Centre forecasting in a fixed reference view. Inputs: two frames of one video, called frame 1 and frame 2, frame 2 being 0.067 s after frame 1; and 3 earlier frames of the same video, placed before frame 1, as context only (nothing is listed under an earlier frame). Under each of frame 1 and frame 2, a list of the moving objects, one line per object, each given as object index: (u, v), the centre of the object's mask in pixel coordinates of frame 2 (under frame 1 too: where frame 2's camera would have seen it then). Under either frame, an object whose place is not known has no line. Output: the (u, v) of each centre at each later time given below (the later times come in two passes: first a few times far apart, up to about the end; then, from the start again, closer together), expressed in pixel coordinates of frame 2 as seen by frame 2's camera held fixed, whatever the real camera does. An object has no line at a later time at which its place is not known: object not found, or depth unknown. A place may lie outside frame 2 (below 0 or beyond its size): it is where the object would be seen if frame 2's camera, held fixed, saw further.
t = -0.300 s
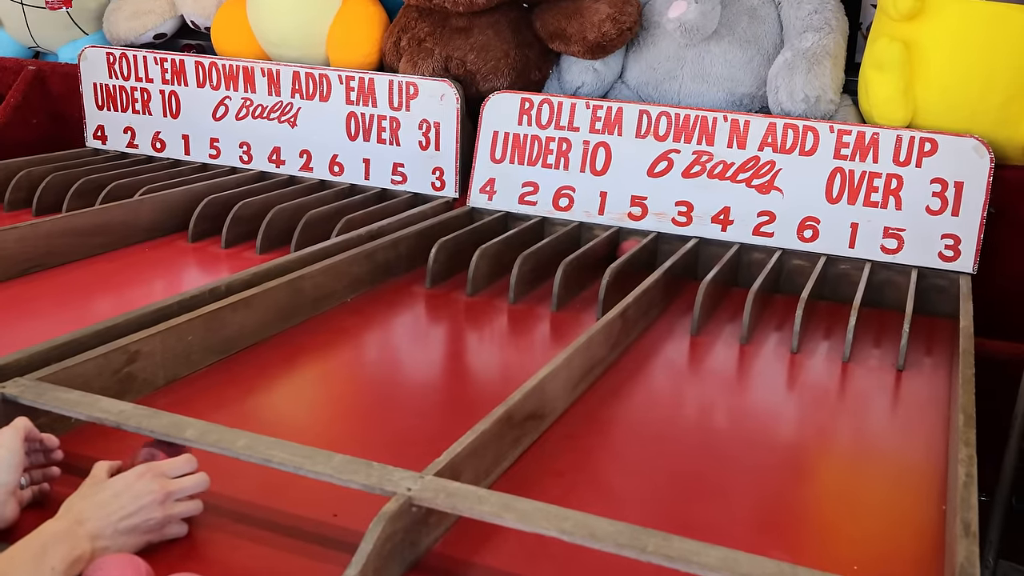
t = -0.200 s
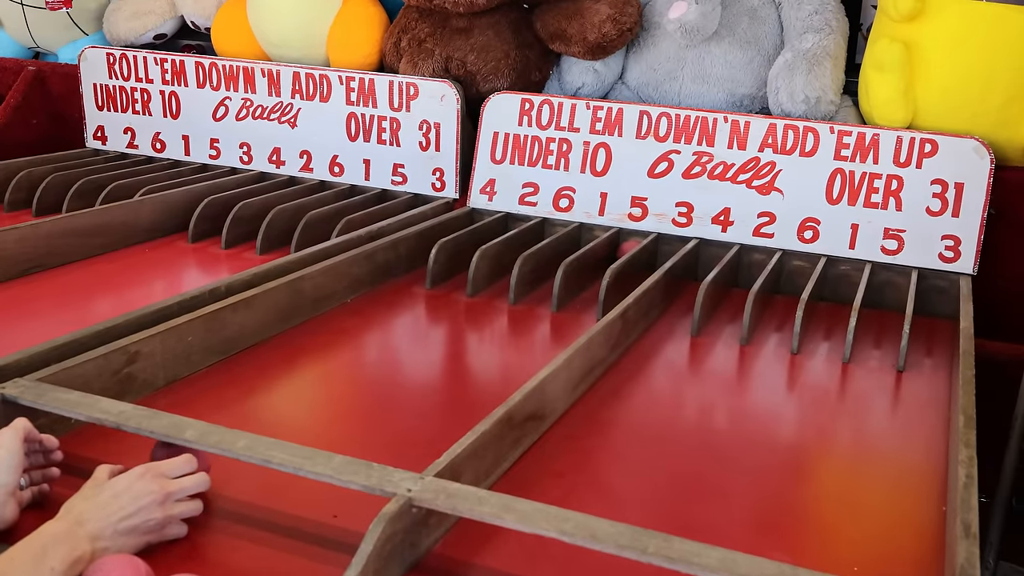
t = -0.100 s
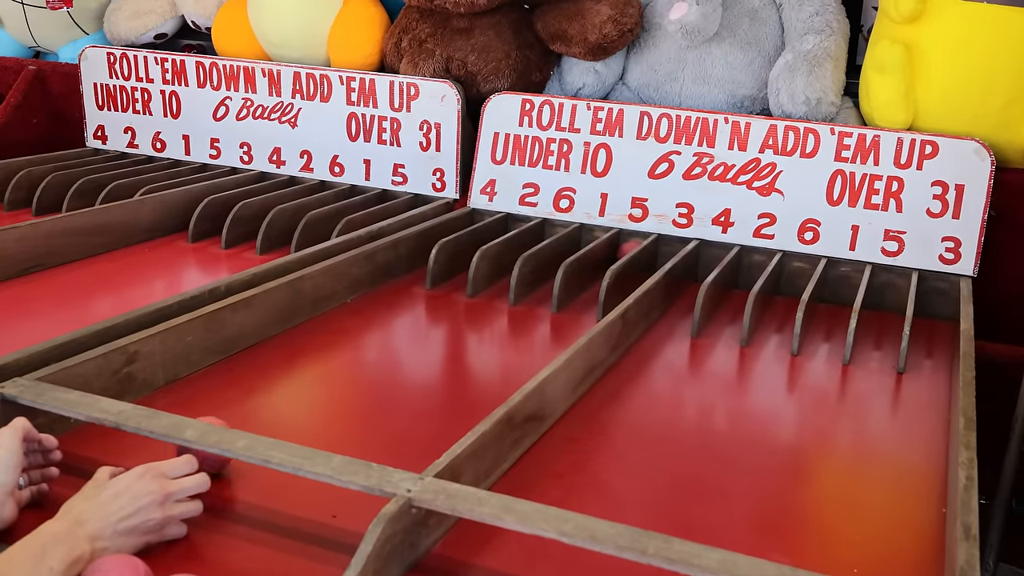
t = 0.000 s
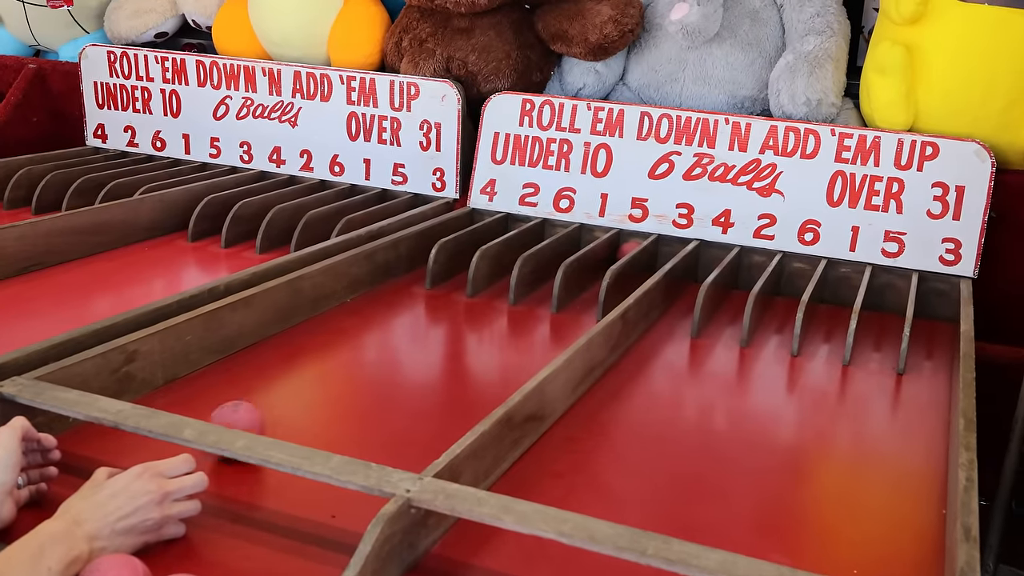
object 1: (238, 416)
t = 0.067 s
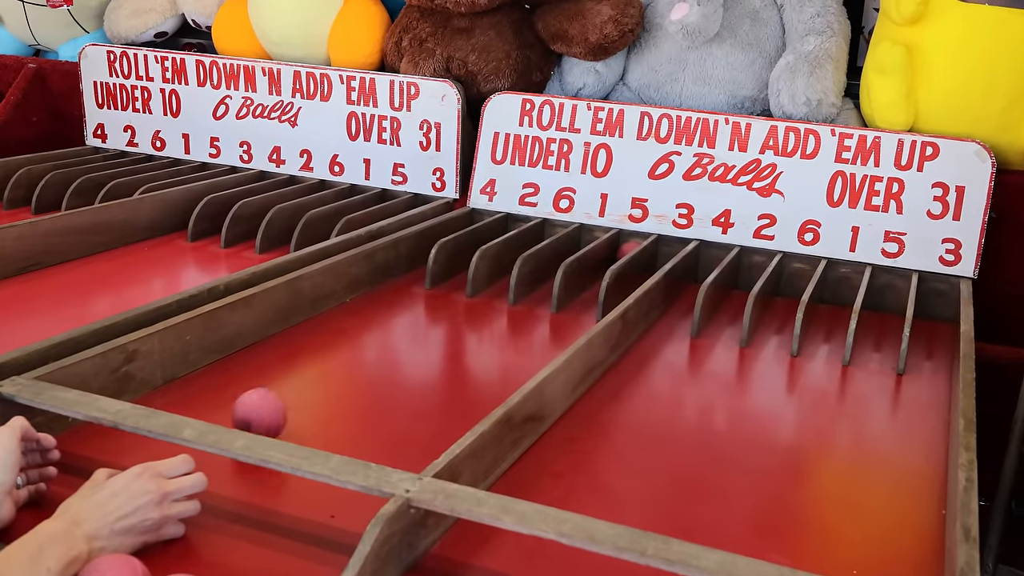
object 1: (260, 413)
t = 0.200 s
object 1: (310, 388)
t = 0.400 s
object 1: (392, 345)
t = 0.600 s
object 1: (469, 302)
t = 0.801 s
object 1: (474, 285)
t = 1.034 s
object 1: (481, 300)
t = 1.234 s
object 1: (503, 299)
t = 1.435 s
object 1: (534, 290)
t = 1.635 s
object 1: (546, 277)
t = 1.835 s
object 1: (570, 252)
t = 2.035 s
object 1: (577, 247)
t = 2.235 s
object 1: (567, 253)
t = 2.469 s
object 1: (570, 252)
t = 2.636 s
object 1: (579, 247)
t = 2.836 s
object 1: (585, 243)
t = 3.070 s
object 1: (580, 246)
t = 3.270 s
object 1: (586, 242)
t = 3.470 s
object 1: (586, 242)
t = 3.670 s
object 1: (588, 242)
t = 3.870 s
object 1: (589, 241)
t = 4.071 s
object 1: (589, 241)
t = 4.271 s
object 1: (590, 241)
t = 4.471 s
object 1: (589, 241)
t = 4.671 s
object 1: (589, 241)
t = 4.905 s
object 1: (589, 241)
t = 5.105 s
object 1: (589, 241)
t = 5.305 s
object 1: (589, 242)
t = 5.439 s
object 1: (589, 241)
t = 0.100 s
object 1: (272, 409)
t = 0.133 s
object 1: (284, 403)
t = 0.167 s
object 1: (297, 395)
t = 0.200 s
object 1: (310, 388)
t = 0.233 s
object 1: (324, 381)
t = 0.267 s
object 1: (337, 374)
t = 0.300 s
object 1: (351, 367)
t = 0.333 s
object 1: (364, 360)
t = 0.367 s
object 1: (377, 353)
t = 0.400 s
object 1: (392, 345)
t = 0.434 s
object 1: (405, 337)
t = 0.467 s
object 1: (418, 330)
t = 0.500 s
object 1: (432, 324)
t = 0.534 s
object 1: (445, 316)
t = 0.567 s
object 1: (456, 310)
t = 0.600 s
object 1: (469, 302)
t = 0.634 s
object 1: (481, 296)
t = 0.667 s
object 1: (493, 288)
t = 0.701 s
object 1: (480, 279)
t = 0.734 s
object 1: (477, 274)
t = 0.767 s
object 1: (476, 277)
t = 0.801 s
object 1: (474, 285)
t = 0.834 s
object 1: (472, 300)
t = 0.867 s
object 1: (474, 293)
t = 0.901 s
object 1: (475, 291)
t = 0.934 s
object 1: (476, 296)
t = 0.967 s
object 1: (478, 300)
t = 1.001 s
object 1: (479, 297)
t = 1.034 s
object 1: (481, 300)
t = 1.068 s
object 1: (485, 300)
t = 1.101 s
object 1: (488, 300)
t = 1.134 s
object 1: (491, 301)
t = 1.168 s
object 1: (495, 300)
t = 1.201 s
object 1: (499, 300)
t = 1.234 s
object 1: (503, 299)
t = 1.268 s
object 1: (508, 298)
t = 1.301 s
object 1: (513, 297)
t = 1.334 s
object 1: (519, 295)
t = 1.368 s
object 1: (525, 293)
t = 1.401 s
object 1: (532, 292)
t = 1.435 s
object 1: (534, 290)
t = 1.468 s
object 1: (535, 288)
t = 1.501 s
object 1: (538, 287)
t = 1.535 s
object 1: (541, 285)
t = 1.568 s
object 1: (543, 282)
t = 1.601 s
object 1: (544, 280)
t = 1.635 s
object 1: (546, 277)
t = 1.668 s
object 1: (548, 274)
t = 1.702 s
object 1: (551, 269)
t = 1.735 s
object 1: (556, 263)
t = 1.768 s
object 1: (560, 260)
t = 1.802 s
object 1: (565, 256)
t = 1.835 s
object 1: (570, 252)
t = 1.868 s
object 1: (573, 249)
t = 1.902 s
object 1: (578, 246)
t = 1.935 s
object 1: (583, 243)
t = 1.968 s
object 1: (585, 241)
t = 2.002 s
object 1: (582, 242)
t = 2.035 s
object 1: (577, 247)
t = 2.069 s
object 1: (575, 247)
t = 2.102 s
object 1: (574, 249)
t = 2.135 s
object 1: (572, 250)
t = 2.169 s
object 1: (570, 252)
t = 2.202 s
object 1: (569, 252)
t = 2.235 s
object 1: (567, 253)
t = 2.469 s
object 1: (570, 252)
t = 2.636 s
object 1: (579, 247)
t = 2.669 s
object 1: (581, 246)
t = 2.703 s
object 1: (584, 244)
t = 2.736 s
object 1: (587, 242)
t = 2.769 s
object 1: (589, 240)
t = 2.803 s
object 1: (586, 242)
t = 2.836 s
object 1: (585, 243)
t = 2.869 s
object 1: (583, 244)
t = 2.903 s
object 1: (582, 244)
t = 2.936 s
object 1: (581, 245)
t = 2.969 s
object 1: (580, 245)
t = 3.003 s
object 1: (580, 245)
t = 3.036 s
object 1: (580, 246)
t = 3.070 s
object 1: (580, 246)
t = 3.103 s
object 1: (581, 245)
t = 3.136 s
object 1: (582, 245)
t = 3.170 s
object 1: (583, 244)
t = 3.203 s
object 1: (584, 243)
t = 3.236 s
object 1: (585, 242)
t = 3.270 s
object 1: (586, 242)
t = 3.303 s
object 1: (586, 241)
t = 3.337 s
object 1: (585, 242)
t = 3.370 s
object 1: (586, 242)
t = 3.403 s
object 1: (586, 242)
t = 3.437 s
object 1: (585, 242)
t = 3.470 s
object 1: (586, 242)
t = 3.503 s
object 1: (586, 242)
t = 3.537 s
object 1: (587, 242)
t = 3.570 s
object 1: (588, 241)
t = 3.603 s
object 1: (587, 242)
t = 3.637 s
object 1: (587, 242)
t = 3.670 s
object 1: (588, 242)
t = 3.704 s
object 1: (589, 241)
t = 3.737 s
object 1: (588, 241)
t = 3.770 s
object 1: (589, 241)
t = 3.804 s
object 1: (589, 241)
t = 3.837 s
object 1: (589, 241)
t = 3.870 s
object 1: (589, 241)
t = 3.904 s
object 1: (589, 241)
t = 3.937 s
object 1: (588, 241)
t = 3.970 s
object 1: (589, 241)
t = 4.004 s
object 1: (589, 241)
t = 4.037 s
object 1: (589, 241)
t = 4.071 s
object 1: (589, 241)
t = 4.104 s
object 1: (589, 241)
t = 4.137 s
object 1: (589, 241)
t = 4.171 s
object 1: (589, 241)
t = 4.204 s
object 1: (589, 241)
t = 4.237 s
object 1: (590, 241)
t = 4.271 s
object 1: (590, 241)
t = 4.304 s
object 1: (589, 241)
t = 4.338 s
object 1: (589, 241)
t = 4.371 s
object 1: (589, 241)
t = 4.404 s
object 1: (589, 241)
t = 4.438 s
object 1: (589, 242)
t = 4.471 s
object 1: (589, 241)
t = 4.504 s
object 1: (589, 241)
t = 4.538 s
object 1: (589, 241)
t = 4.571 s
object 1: (589, 241)
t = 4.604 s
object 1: (590, 241)
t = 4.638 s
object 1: (589, 241)
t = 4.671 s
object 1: (589, 241)
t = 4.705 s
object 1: (589, 241)
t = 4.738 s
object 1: (590, 241)
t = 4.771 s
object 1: (589, 241)
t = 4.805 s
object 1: (589, 241)
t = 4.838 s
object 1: (589, 241)
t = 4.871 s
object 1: (589, 241)
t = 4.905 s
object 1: (589, 241)
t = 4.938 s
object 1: (589, 242)
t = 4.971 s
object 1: (589, 241)
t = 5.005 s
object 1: (589, 241)
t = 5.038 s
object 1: (589, 241)
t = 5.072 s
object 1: (589, 241)
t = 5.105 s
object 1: (589, 241)
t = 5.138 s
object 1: (589, 242)
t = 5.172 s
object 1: (589, 241)
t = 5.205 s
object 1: (589, 242)
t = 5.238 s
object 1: (589, 241)
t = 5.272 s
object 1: (589, 241)
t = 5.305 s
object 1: (589, 242)
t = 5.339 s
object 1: (589, 242)
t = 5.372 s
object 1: (589, 242)
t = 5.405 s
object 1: (589, 242)
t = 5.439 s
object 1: (589, 241)
